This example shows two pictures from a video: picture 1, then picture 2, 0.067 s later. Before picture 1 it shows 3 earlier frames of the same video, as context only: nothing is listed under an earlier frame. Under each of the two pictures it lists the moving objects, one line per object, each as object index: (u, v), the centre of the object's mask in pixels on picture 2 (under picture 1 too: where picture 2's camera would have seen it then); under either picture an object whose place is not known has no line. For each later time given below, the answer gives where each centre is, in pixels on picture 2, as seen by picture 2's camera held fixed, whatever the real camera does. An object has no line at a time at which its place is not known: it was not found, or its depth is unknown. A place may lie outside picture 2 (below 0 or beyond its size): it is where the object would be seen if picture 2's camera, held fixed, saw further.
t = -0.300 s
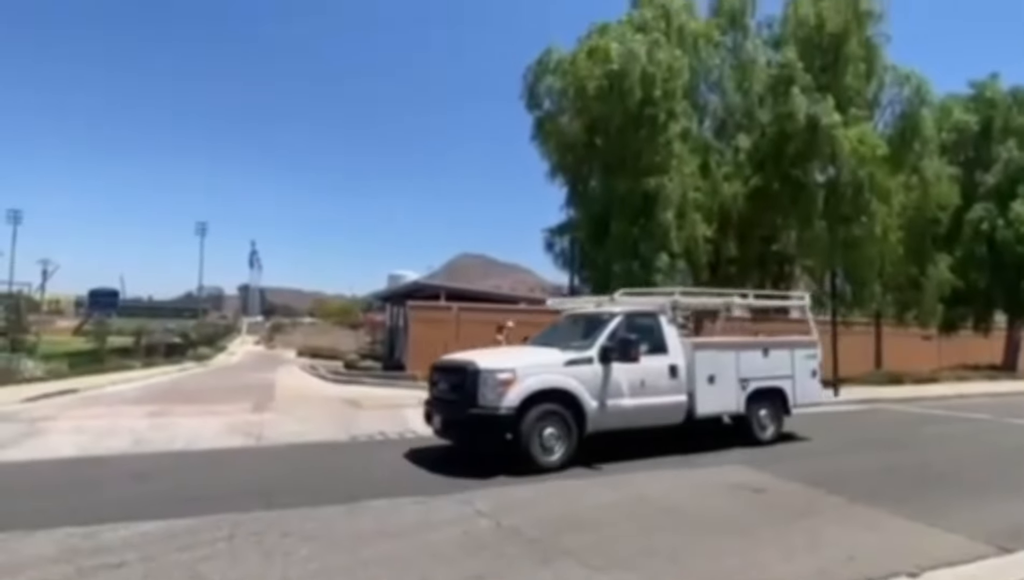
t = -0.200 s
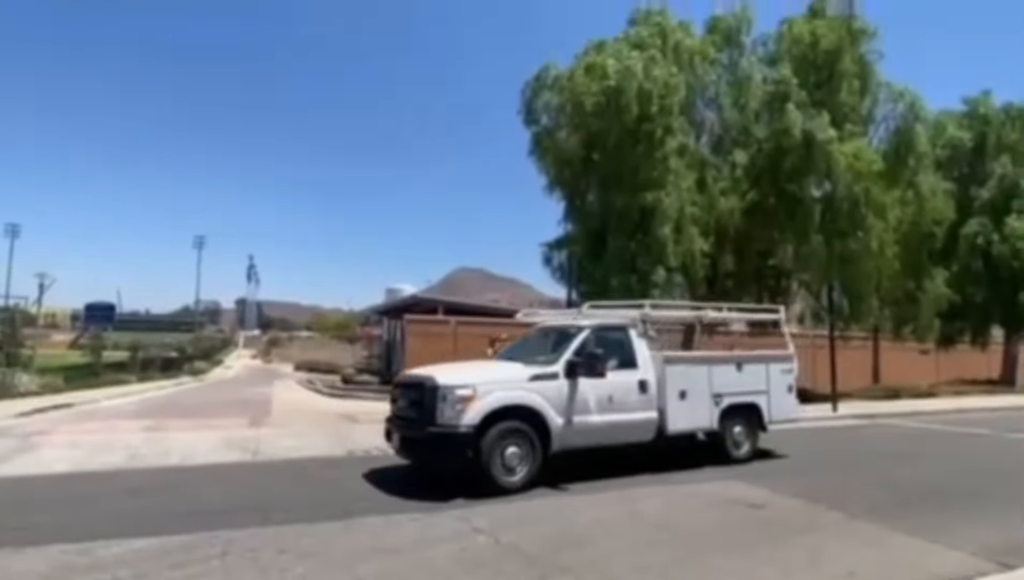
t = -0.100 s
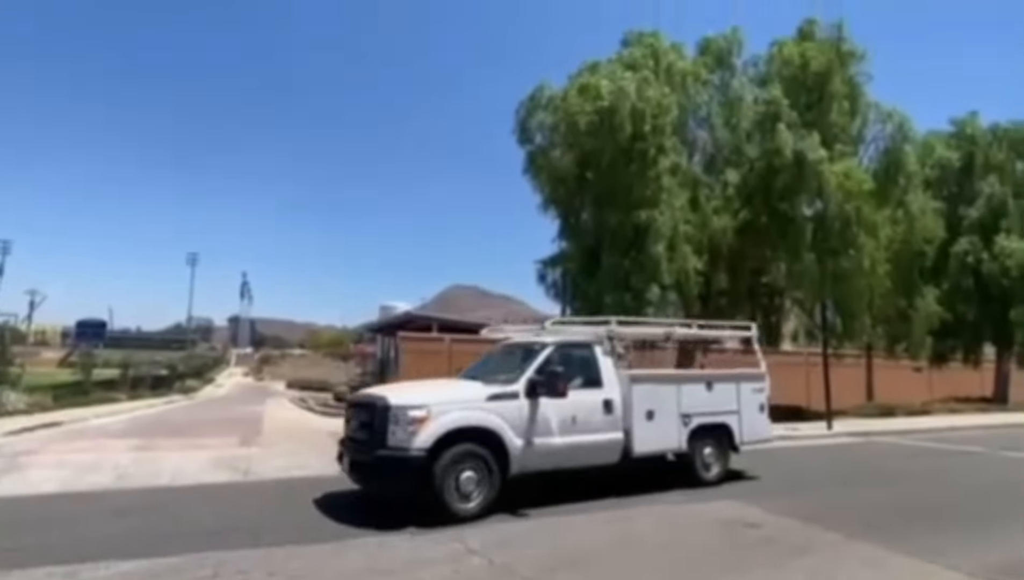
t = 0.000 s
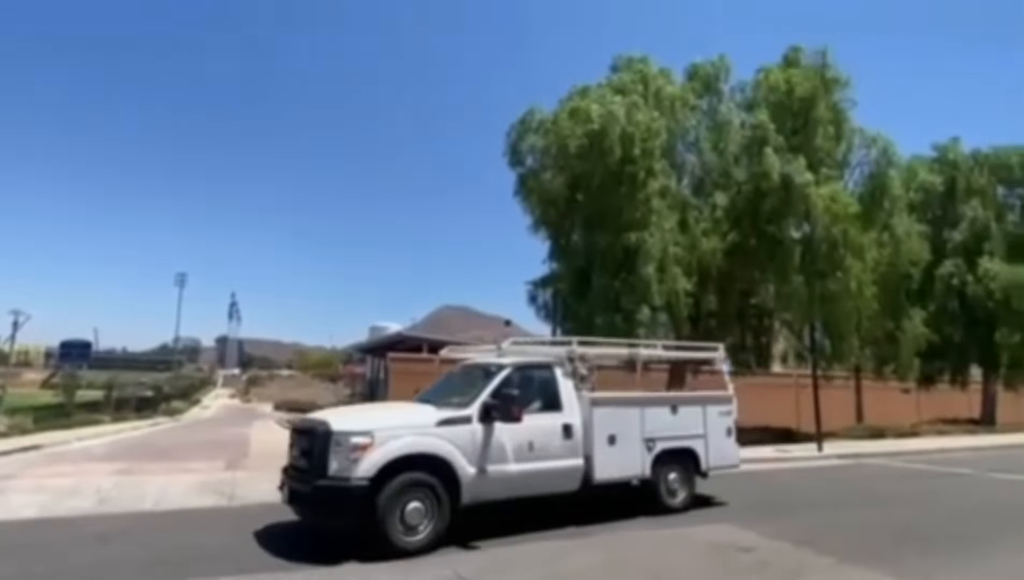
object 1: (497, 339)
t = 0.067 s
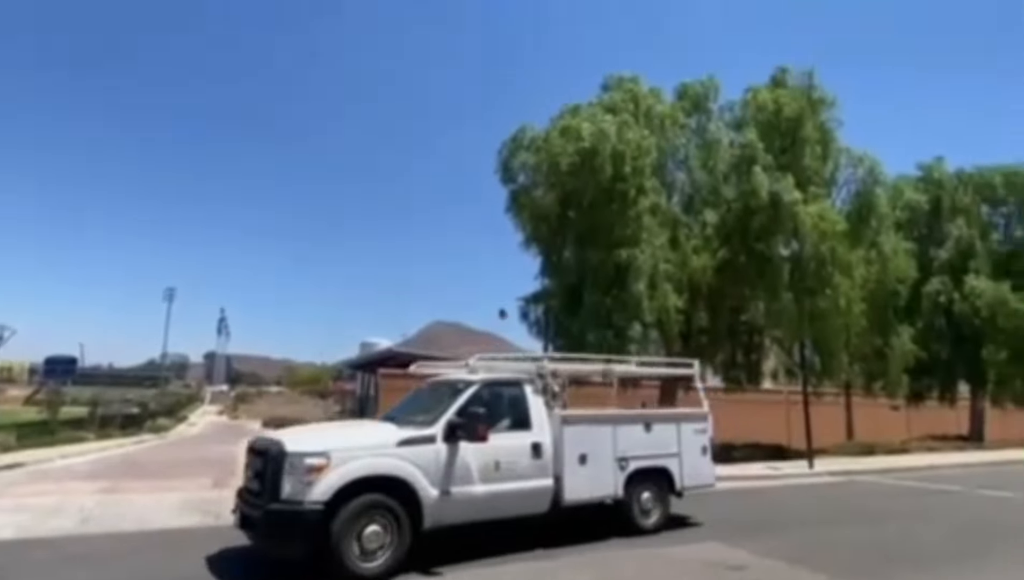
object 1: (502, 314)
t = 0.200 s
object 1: (519, 263)
